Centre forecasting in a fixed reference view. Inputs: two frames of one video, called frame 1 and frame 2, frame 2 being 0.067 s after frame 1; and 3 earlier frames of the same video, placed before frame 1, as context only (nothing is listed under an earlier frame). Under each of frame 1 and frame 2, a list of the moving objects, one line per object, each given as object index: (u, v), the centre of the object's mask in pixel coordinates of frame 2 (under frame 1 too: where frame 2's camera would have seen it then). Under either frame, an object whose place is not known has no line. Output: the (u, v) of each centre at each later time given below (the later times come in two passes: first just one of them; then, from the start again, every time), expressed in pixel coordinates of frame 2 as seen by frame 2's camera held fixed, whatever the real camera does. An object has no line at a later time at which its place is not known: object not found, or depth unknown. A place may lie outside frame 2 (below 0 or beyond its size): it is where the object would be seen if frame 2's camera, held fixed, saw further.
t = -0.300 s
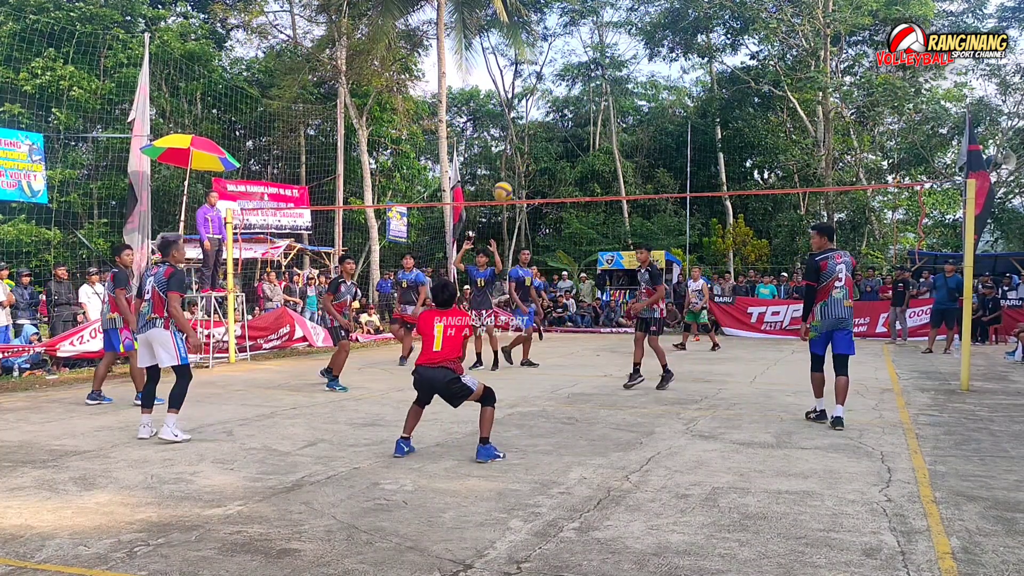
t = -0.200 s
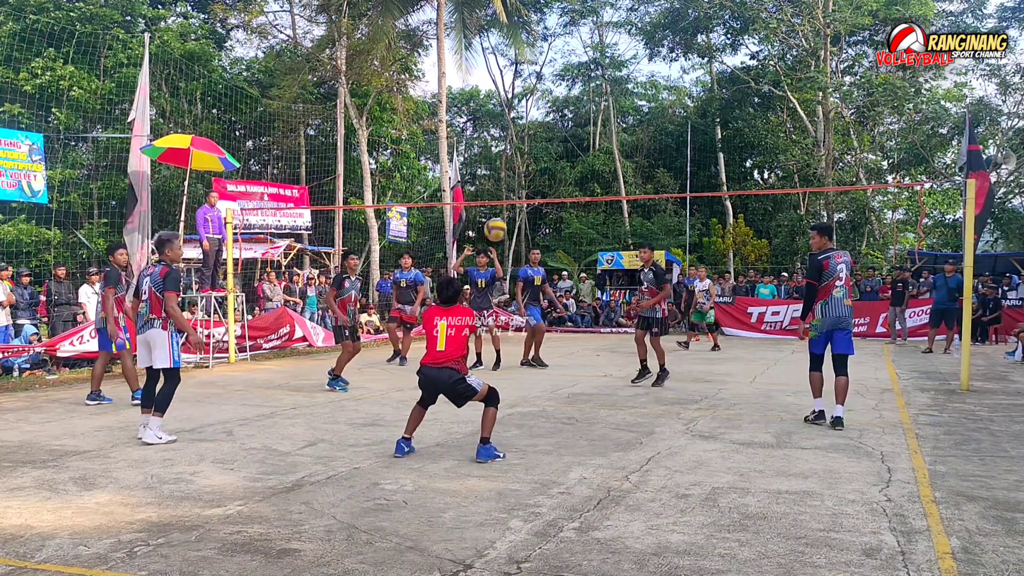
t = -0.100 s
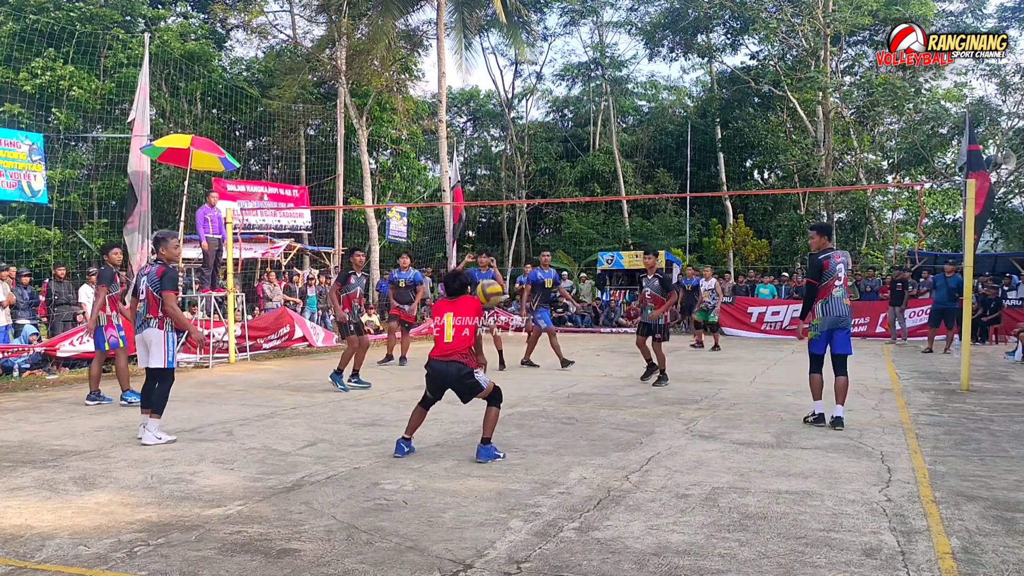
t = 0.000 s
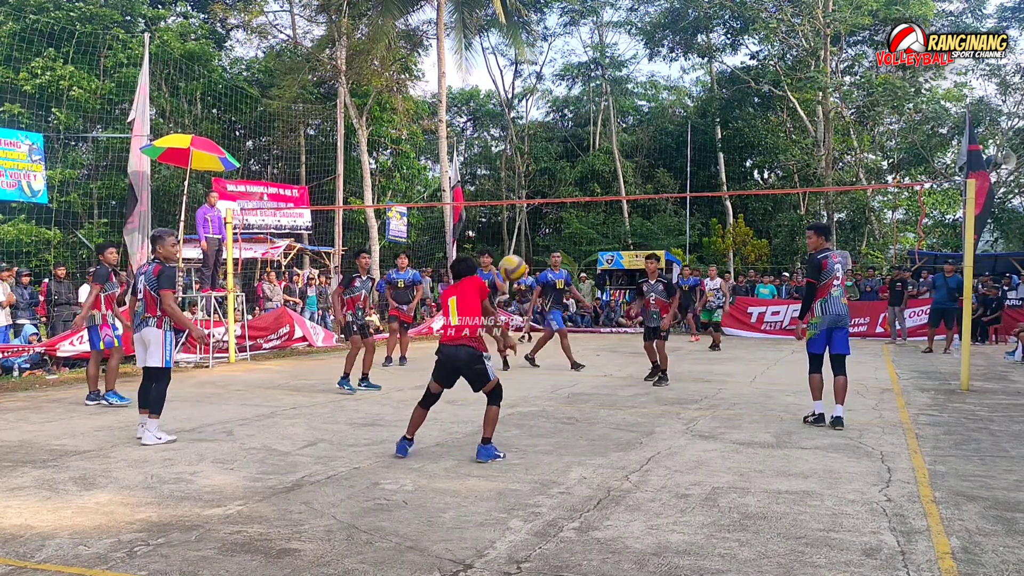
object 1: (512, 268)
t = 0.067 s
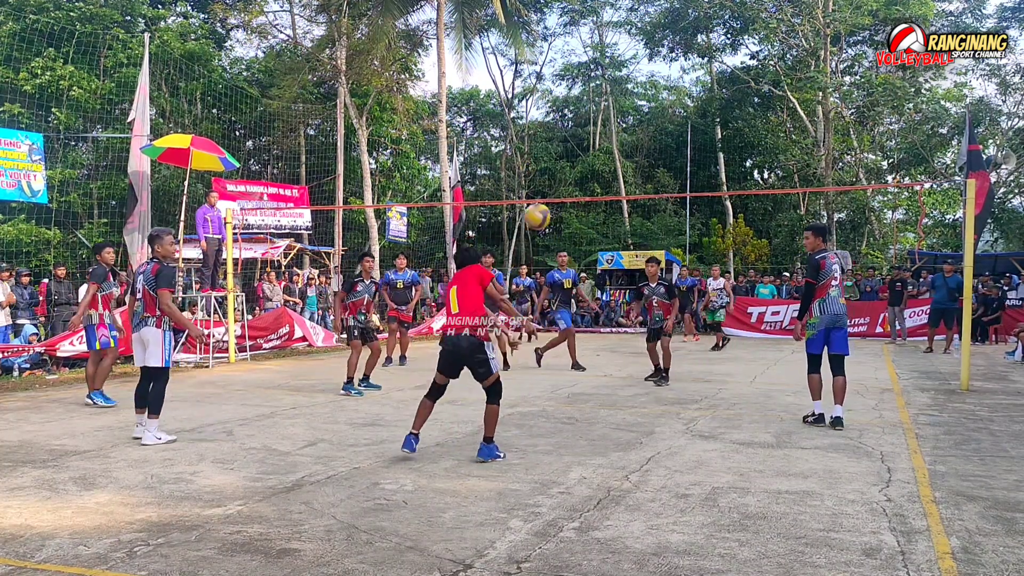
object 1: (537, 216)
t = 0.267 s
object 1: (602, 109)
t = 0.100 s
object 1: (549, 194)
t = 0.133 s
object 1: (559, 172)
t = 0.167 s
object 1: (571, 154)
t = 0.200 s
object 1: (581, 138)
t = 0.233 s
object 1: (592, 122)
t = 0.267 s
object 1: (602, 109)
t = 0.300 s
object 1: (612, 97)
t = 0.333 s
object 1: (621, 87)
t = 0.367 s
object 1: (631, 79)
